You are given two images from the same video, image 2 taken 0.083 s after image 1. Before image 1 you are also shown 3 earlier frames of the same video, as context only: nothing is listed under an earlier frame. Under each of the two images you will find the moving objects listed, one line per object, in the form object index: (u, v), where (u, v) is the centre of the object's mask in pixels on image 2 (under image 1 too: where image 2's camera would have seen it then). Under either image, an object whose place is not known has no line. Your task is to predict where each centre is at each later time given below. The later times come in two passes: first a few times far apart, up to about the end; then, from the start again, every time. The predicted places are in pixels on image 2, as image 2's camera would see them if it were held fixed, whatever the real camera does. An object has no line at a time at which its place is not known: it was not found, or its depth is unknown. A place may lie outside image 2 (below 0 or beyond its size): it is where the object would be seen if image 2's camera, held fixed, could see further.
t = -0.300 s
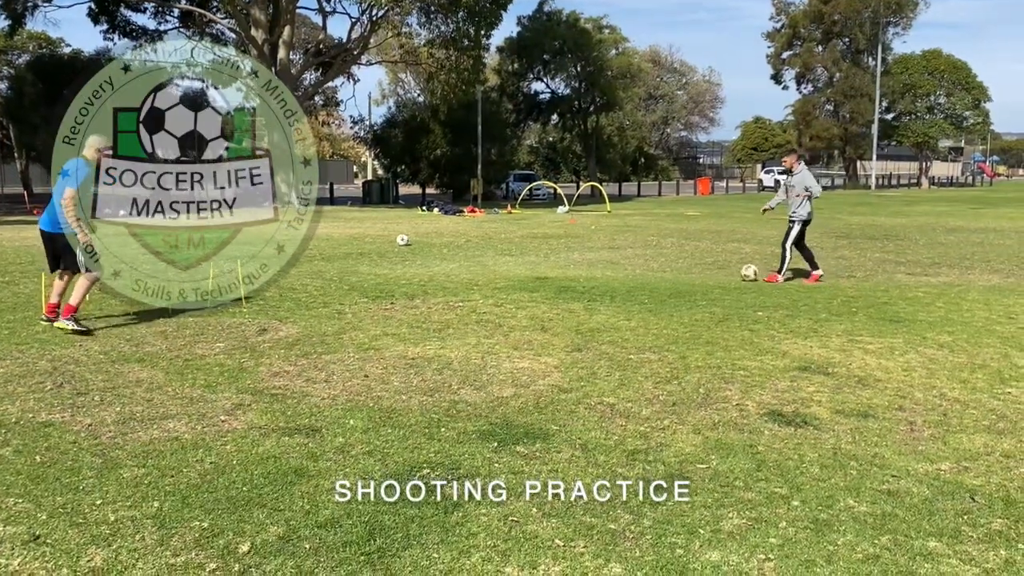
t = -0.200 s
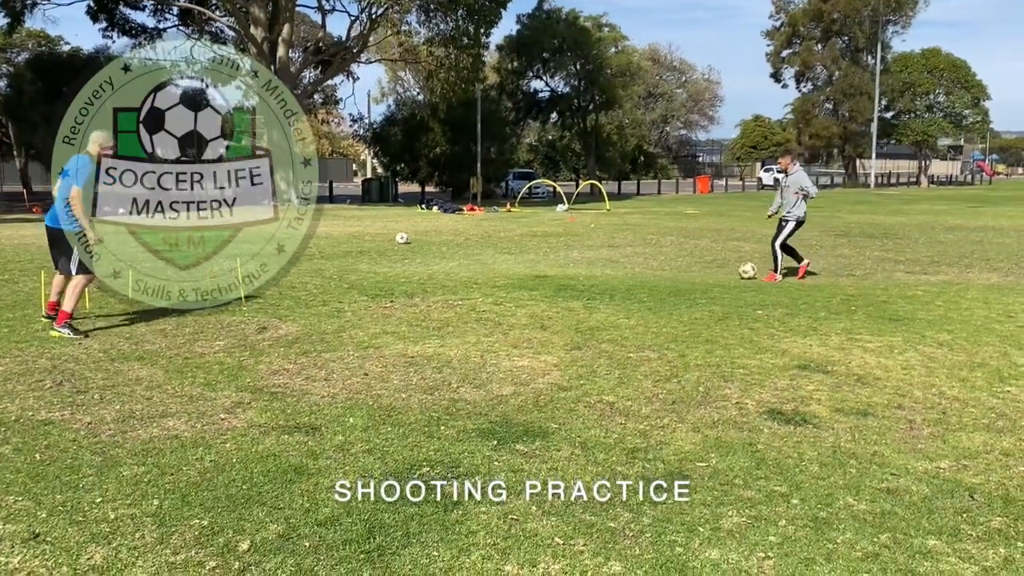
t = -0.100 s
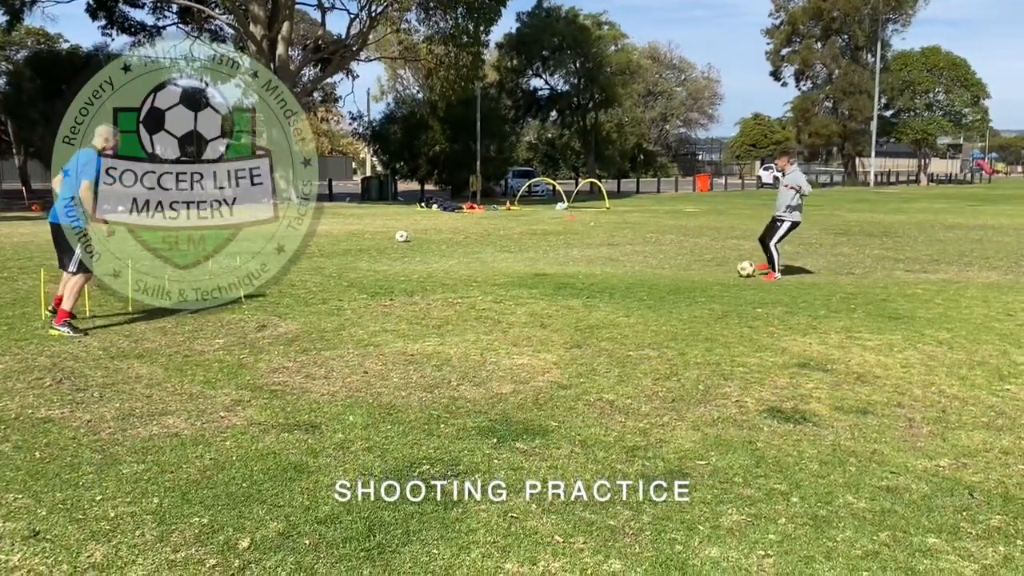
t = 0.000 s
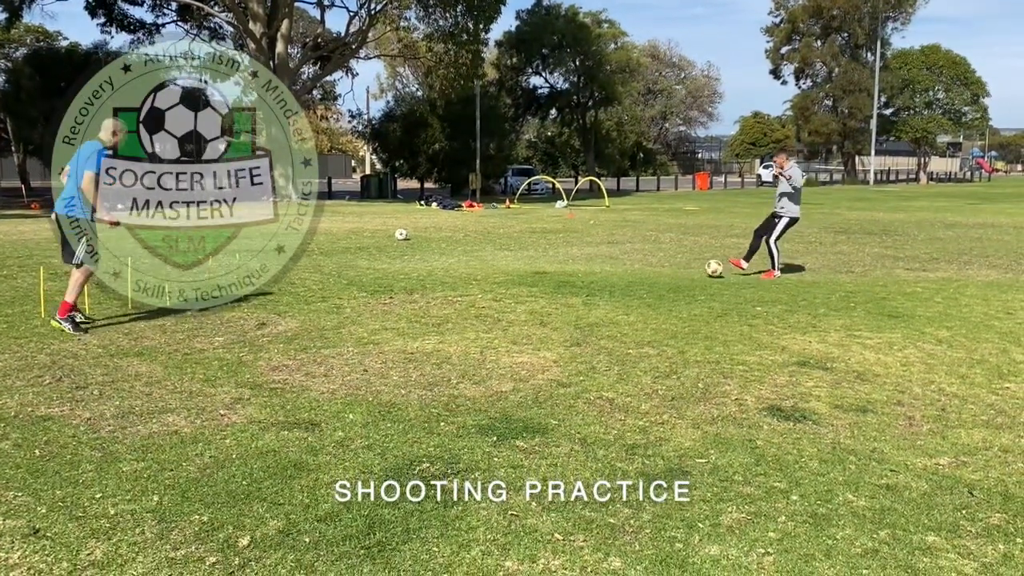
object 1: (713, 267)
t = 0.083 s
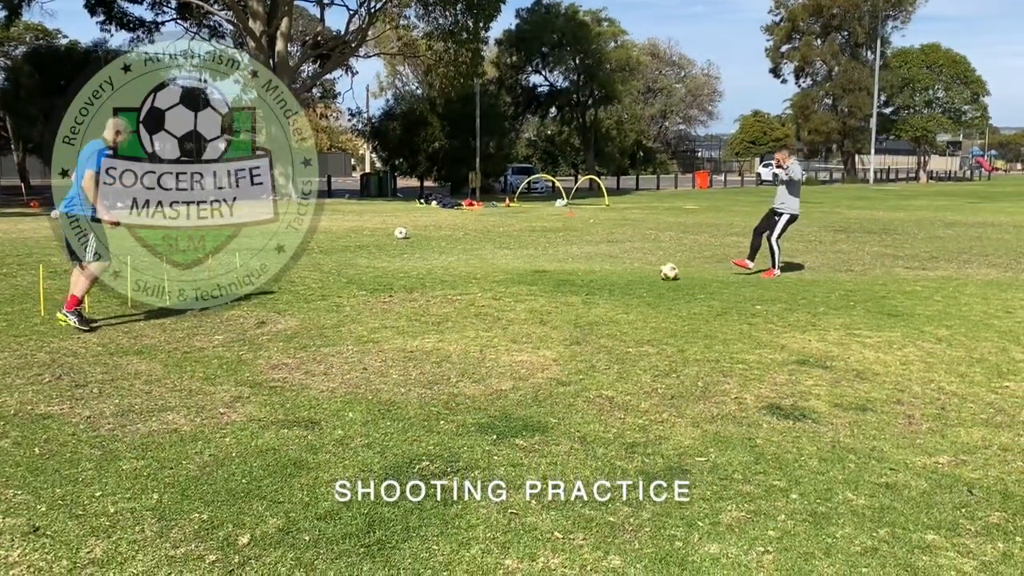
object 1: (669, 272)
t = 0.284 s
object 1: (558, 281)
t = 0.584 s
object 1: (382, 298)
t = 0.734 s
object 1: (293, 303)
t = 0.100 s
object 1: (660, 272)
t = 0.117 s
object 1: (650, 273)
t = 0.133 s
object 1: (642, 273)
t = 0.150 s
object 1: (633, 274)
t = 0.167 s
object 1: (623, 275)
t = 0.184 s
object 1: (615, 276)
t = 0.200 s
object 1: (605, 278)
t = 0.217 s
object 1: (595, 279)
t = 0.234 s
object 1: (586, 279)
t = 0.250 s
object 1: (577, 280)
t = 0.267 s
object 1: (568, 280)
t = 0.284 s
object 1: (558, 281)
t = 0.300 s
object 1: (548, 281)
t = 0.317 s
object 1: (538, 283)
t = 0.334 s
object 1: (528, 285)
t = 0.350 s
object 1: (518, 287)
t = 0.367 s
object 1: (509, 288)
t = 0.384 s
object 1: (500, 288)
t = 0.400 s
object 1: (490, 287)
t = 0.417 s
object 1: (481, 287)
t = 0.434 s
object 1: (472, 287)
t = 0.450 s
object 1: (463, 287)
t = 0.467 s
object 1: (452, 288)
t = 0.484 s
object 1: (442, 289)
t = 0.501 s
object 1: (433, 291)
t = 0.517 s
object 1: (422, 292)
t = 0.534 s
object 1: (413, 294)
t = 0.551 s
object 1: (401, 296)
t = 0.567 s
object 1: (391, 298)
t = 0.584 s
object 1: (382, 298)
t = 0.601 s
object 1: (373, 298)
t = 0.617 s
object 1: (363, 298)
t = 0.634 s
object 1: (353, 296)
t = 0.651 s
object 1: (343, 297)
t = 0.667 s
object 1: (334, 298)
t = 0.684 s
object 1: (323, 299)
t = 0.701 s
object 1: (313, 300)
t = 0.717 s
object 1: (303, 302)
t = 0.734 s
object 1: (293, 303)
